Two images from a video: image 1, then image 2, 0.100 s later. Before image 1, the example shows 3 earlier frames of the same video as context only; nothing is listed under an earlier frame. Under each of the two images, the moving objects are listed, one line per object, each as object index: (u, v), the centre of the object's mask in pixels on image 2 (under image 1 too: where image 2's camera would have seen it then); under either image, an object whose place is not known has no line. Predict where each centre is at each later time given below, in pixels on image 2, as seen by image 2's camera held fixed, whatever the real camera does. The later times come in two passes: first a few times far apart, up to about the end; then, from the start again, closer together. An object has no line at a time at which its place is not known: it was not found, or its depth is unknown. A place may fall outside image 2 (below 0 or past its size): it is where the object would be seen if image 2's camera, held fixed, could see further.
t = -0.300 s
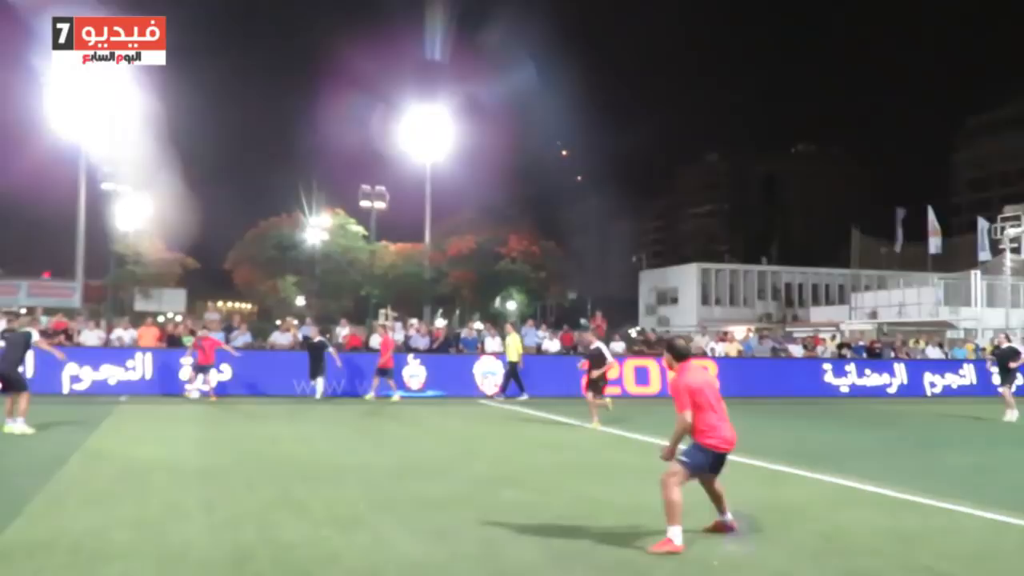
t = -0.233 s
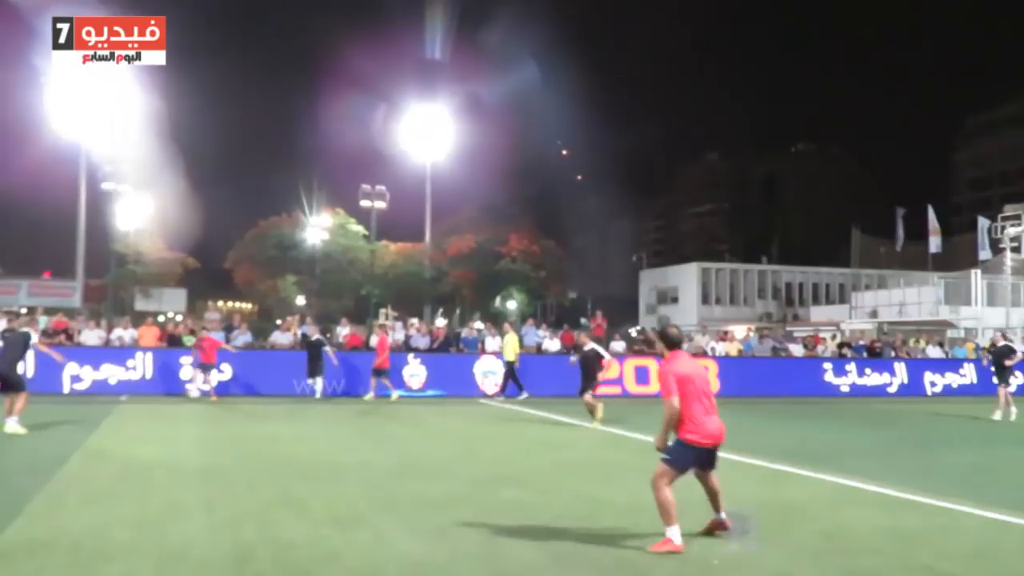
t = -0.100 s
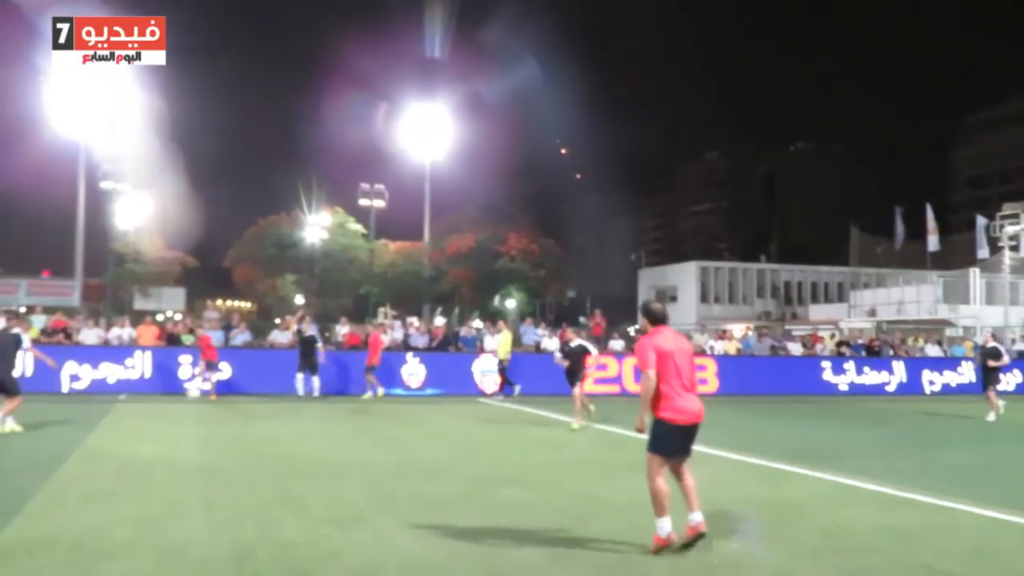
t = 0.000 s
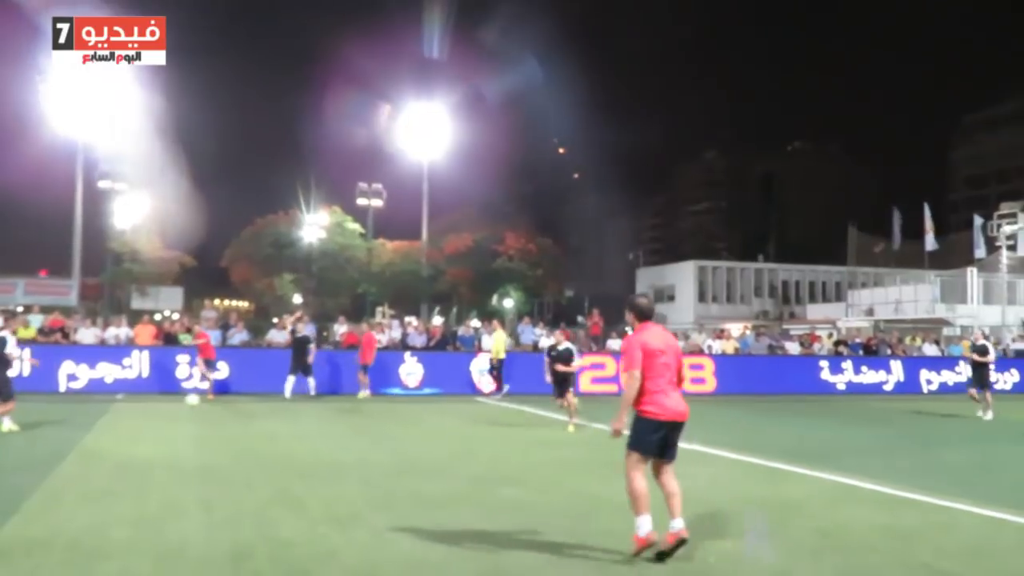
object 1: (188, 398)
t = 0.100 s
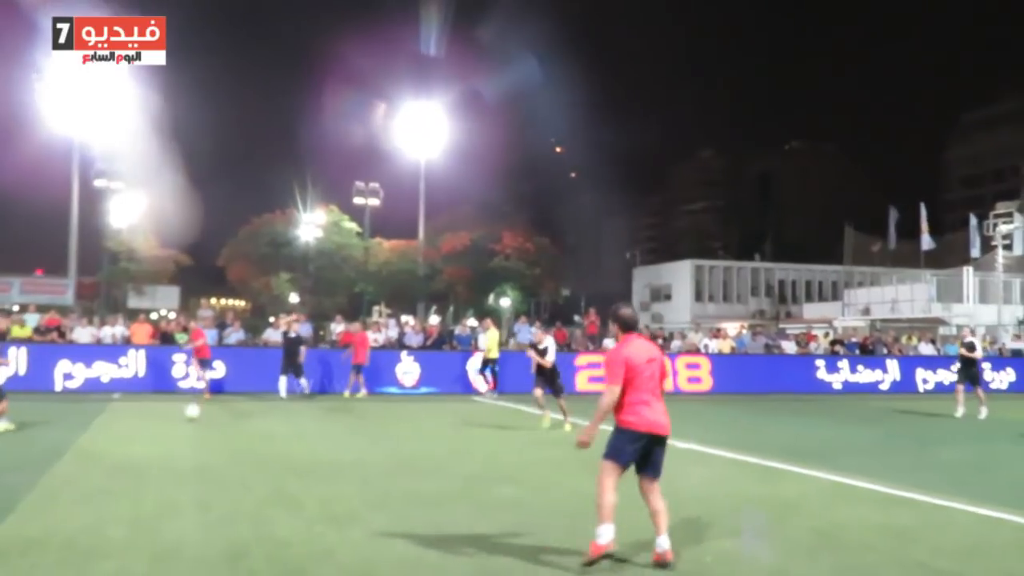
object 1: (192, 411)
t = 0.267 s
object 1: (203, 413)
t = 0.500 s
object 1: (220, 439)
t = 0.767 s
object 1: (248, 475)
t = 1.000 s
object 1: (284, 515)
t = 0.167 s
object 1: (196, 409)
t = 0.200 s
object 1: (198, 409)
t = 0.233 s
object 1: (200, 410)
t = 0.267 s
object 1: (203, 413)
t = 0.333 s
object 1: (207, 420)
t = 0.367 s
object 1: (210, 426)
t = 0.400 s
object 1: (212, 434)
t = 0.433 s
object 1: (215, 441)
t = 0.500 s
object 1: (220, 439)
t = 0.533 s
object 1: (223, 440)
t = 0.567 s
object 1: (226, 442)
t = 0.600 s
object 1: (230, 445)
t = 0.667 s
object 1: (237, 456)
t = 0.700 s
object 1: (241, 464)
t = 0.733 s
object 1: (244, 474)
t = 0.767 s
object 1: (248, 475)
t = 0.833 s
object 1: (257, 478)
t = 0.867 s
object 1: (262, 481)
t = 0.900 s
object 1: (267, 486)
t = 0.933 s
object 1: (272, 493)
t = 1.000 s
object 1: (284, 515)
